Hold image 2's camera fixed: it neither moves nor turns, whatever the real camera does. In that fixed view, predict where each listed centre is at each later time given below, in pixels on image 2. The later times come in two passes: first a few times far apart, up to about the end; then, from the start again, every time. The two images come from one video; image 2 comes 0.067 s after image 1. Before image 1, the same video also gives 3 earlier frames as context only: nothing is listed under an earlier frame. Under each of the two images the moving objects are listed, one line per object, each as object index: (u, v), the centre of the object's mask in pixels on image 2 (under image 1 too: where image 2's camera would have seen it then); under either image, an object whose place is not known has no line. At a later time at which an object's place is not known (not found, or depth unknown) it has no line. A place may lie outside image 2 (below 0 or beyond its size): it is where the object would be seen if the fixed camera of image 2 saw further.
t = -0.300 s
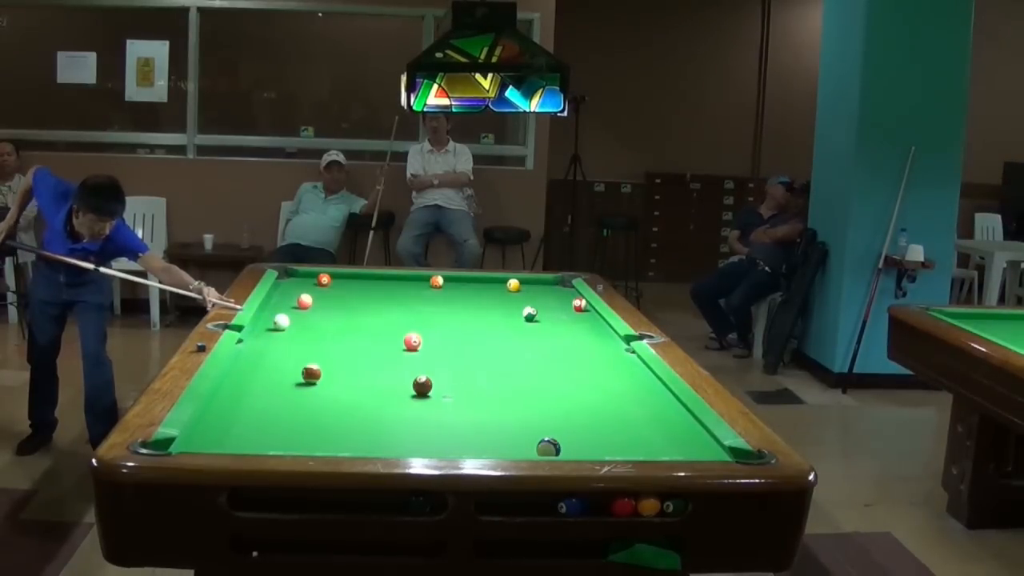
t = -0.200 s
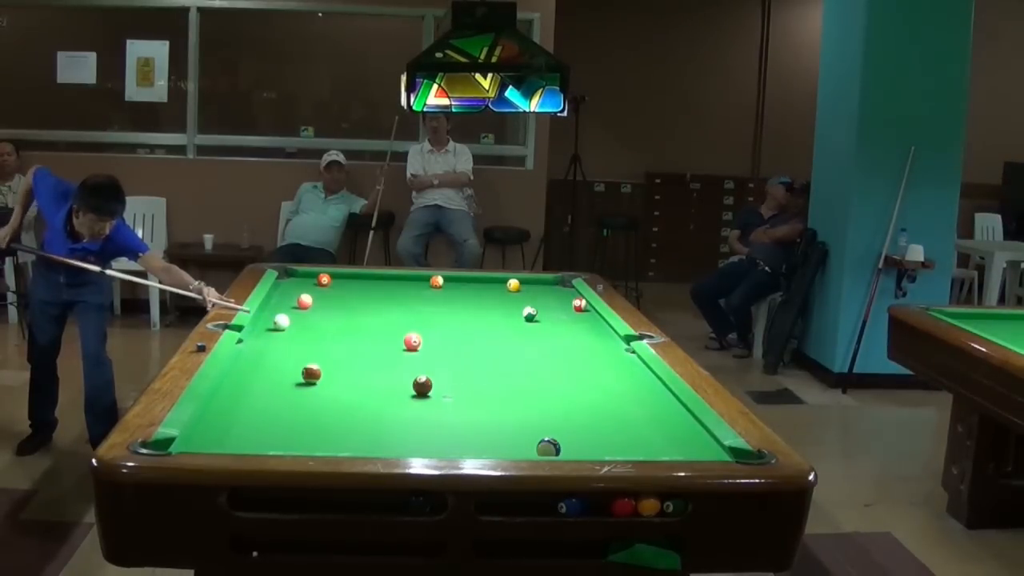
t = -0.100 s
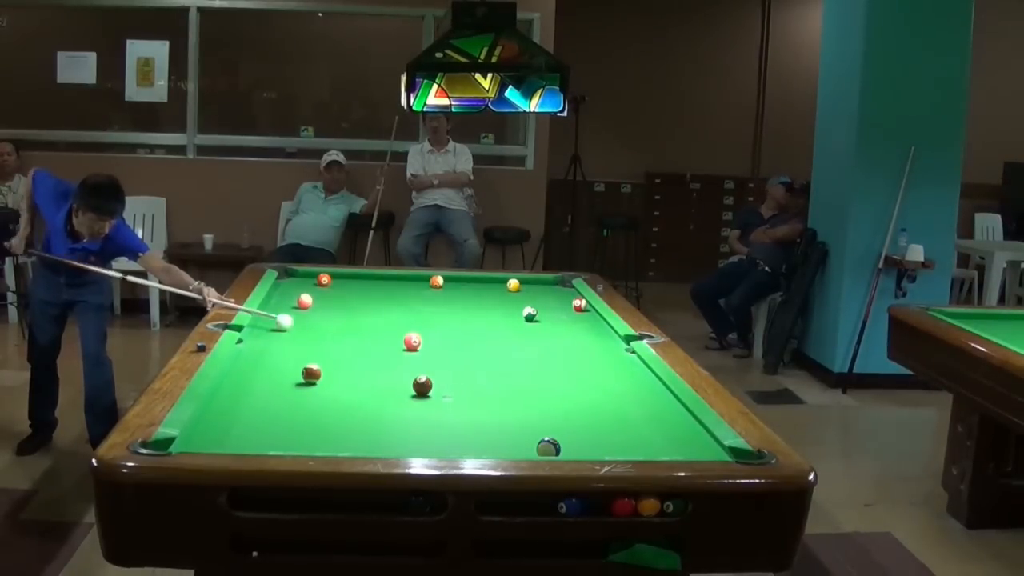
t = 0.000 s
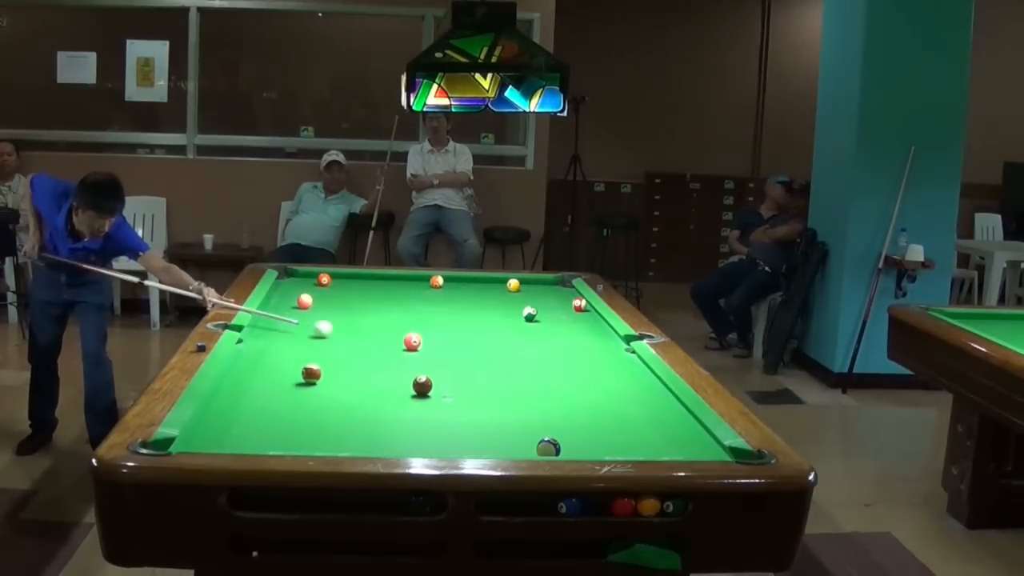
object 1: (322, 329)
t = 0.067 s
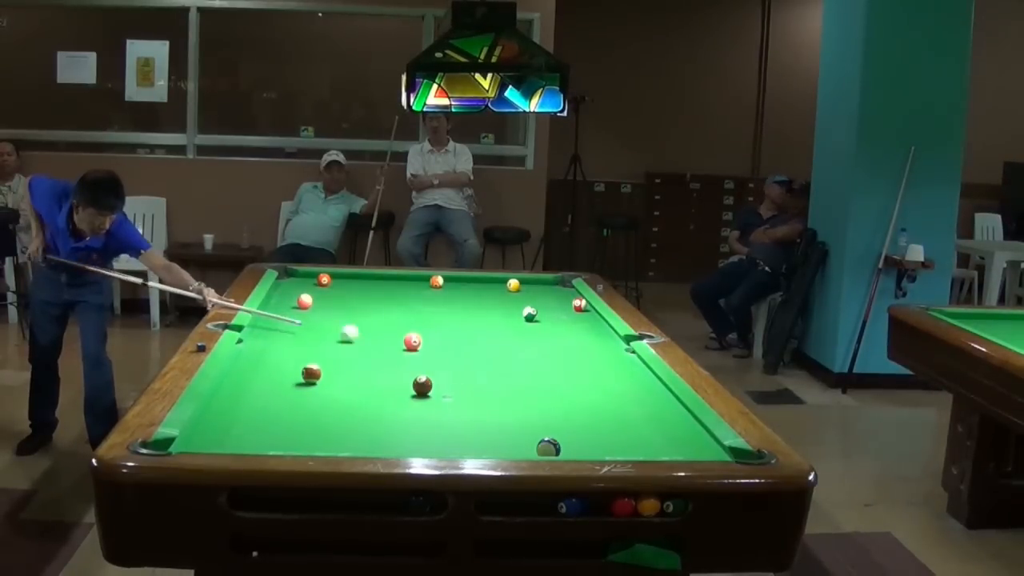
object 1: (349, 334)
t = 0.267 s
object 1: (400, 347)
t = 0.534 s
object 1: (436, 367)
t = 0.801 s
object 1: (477, 388)
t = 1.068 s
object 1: (523, 412)
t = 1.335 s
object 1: (575, 439)
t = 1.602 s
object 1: (617, 449)
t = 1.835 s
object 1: (630, 441)
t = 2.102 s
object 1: (643, 430)
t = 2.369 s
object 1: (654, 419)
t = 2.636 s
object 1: (665, 410)
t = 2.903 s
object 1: (670, 402)
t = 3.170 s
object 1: (659, 396)
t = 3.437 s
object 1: (648, 392)
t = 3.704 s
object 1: (639, 387)
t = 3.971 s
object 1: (631, 384)
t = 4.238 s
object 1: (624, 381)
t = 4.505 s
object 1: (619, 378)
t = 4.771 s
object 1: (615, 376)
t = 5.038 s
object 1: (611, 375)
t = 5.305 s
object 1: (609, 374)
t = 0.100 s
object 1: (363, 336)
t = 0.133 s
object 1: (376, 338)
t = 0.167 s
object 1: (390, 340)
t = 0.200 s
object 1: (396, 343)
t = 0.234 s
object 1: (398, 345)
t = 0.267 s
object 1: (400, 347)
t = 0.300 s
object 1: (404, 350)
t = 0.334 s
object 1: (408, 352)
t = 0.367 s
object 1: (413, 354)
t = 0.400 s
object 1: (418, 356)
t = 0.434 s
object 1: (422, 359)
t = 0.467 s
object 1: (427, 361)
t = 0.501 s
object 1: (432, 364)
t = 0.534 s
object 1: (436, 367)
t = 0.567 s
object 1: (441, 369)
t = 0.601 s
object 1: (446, 372)
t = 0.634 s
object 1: (451, 374)
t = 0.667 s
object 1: (456, 377)
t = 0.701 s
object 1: (461, 380)
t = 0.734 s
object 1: (466, 383)
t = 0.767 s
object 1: (472, 386)
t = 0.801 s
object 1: (477, 388)
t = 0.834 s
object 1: (483, 391)
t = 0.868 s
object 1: (488, 394)
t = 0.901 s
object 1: (494, 397)
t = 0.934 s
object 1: (500, 400)
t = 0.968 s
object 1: (506, 403)
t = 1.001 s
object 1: (511, 406)
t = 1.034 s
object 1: (517, 409)
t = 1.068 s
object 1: (523, 412)
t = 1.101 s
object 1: (530, 416)
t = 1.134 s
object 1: (536, 419)
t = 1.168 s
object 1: (542, 423)
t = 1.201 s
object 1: (548, 425)
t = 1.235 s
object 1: (555, 428)
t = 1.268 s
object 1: (562, 432)
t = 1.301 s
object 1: (568, 435)
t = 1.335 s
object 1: (575, 439)
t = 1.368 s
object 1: (582, 442)
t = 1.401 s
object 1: (589, 445)
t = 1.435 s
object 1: (596, 447)
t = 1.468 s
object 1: (603, 449)
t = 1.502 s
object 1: (610, 452)
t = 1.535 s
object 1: (613, 451)
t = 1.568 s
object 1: (615, 450)
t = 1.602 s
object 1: (617, 449)
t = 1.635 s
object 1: (619, 449)
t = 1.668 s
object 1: (621, 447)
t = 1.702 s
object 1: (623, 446)
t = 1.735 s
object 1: (625, 445)
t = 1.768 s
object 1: (626, 444)
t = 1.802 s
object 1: (628, 443)
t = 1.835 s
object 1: (630, 441)
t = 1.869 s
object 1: (632, 440)
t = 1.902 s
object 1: (634, 438)
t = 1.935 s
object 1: (635, 437)
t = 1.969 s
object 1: (637, 435)
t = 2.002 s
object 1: (638, 434)
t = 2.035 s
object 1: (640, 432)
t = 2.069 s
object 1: (641, 431)
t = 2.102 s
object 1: (643, 430)
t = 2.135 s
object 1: (644, 428)
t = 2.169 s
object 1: (646, 427)
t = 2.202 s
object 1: (647, 426)
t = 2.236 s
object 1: (649, 424)
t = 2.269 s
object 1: (650, 423)
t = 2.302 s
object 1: (651, 422)
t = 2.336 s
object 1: (653, 420)
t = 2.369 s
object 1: (654, 419)
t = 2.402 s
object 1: (656, 418)
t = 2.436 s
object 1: (657, 417)
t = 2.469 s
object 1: (658, 415)
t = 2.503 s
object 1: (660, 414)
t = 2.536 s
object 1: (661, 413)
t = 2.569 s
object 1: (662, 412)
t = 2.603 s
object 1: (663, 411)
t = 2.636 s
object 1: (665, 410)
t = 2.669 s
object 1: (666, 409)
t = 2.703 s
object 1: (667, 408)
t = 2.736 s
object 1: (668, 407)
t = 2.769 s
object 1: (669, 406)
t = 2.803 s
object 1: (671, 405)
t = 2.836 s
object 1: (672, 404)
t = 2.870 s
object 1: (672, 403)
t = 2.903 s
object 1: (670, 402)
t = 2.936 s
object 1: (669, 401)
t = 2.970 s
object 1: (668, 400)
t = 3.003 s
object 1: (666, 400)
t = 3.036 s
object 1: (664, 399)
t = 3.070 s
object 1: (663, 398)
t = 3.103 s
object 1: (662, 398)
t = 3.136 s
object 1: (660, 397)
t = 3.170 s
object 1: (659, 396)
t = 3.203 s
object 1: (657, 395)
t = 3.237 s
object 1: (656, 395)
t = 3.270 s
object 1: (655, 394)
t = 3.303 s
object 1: (653, 394)
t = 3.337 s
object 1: (652, 393)
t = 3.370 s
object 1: (651, 393)
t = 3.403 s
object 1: (649, 392)
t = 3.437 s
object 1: (648, 392)
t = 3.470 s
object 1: (647, 391)
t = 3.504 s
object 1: (646, 390)
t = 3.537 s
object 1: (645, 390)
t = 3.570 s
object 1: (644, 389)
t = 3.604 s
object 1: (642, 389)
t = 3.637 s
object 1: (641, 388)
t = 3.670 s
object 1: (640, 388)
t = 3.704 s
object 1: (639, 387)
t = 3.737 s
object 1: (638, 387)
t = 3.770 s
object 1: (637, 386)
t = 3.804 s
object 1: (636, 386)
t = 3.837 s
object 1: (635, 386)
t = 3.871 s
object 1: (634, 385)
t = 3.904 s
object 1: (633, 385)
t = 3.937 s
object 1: (632, 384)
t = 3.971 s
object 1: (631, 384)
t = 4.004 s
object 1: (630, 384)
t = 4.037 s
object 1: (629, 383)
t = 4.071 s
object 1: (628, 383)
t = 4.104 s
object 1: (628, 382)
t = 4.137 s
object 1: (627, 382)
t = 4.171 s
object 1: (626, 382)
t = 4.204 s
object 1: (625, 381)
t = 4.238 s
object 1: (624, 381)
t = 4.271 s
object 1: (624, 381)
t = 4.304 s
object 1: (623, 380)
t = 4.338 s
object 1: (622, 380)
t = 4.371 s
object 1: (622, 380)
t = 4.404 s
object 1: (621, 379)
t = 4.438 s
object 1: (621, 379)
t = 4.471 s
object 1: (620, 378)
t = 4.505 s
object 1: (619, 378)
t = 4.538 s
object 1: (619, 378)
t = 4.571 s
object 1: (618, 378)
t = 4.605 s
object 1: (617, 377)
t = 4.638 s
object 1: (617, 377)
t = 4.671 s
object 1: (617, 377)
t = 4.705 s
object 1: (616, 377)
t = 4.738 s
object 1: (615, 377)
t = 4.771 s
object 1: (615, 376)
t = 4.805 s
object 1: (614, 376)
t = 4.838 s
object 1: (614, 376)
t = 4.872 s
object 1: (613, 376)
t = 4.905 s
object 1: (613, 375)
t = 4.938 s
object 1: (612, 375)
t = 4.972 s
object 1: (612, 375)
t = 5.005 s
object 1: (612, 375)
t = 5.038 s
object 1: (611, 375)
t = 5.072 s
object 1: (611, 374)
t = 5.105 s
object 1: (611, 374)
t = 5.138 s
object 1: (610, 374)
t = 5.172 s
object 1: (610, 374)
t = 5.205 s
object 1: (610, 374)
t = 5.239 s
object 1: (609, 374)
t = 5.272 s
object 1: (609, 374)
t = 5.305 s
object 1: (609, 374)
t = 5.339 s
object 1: (609, 374)
